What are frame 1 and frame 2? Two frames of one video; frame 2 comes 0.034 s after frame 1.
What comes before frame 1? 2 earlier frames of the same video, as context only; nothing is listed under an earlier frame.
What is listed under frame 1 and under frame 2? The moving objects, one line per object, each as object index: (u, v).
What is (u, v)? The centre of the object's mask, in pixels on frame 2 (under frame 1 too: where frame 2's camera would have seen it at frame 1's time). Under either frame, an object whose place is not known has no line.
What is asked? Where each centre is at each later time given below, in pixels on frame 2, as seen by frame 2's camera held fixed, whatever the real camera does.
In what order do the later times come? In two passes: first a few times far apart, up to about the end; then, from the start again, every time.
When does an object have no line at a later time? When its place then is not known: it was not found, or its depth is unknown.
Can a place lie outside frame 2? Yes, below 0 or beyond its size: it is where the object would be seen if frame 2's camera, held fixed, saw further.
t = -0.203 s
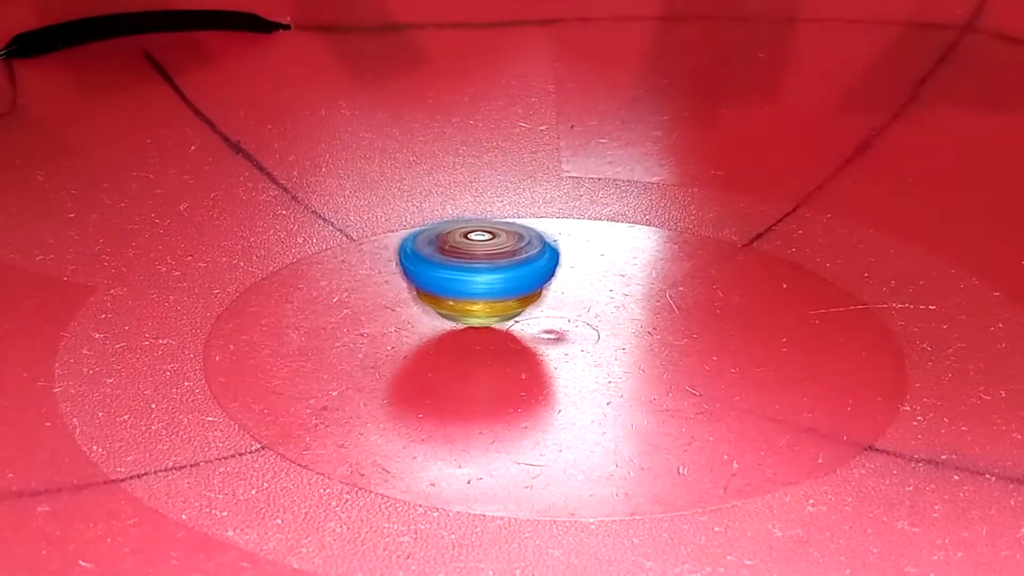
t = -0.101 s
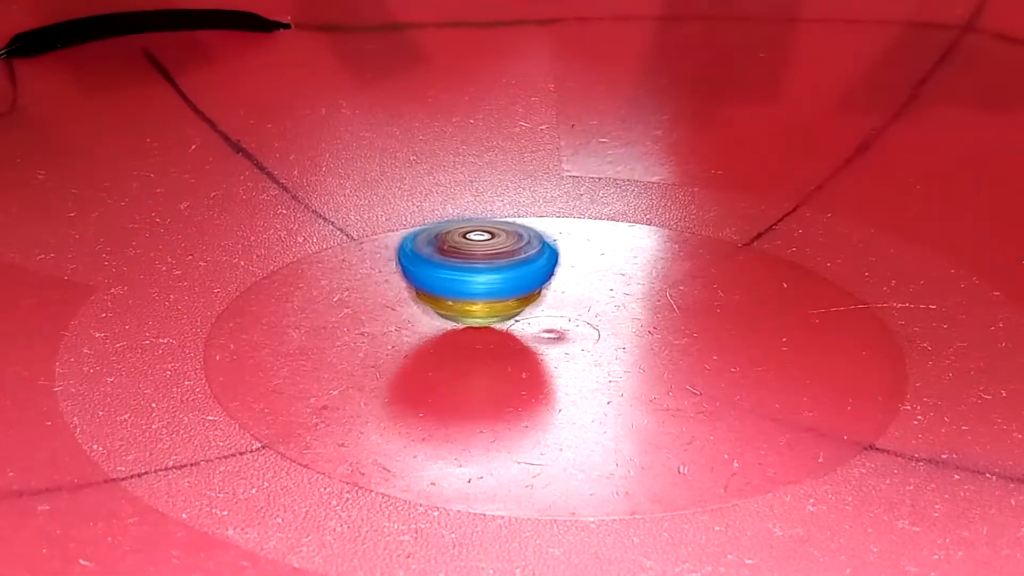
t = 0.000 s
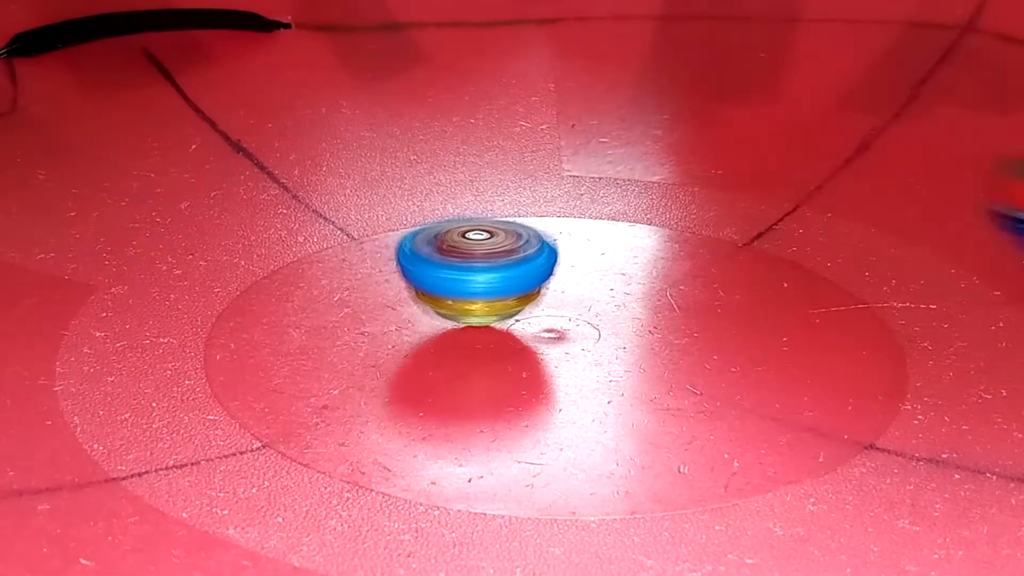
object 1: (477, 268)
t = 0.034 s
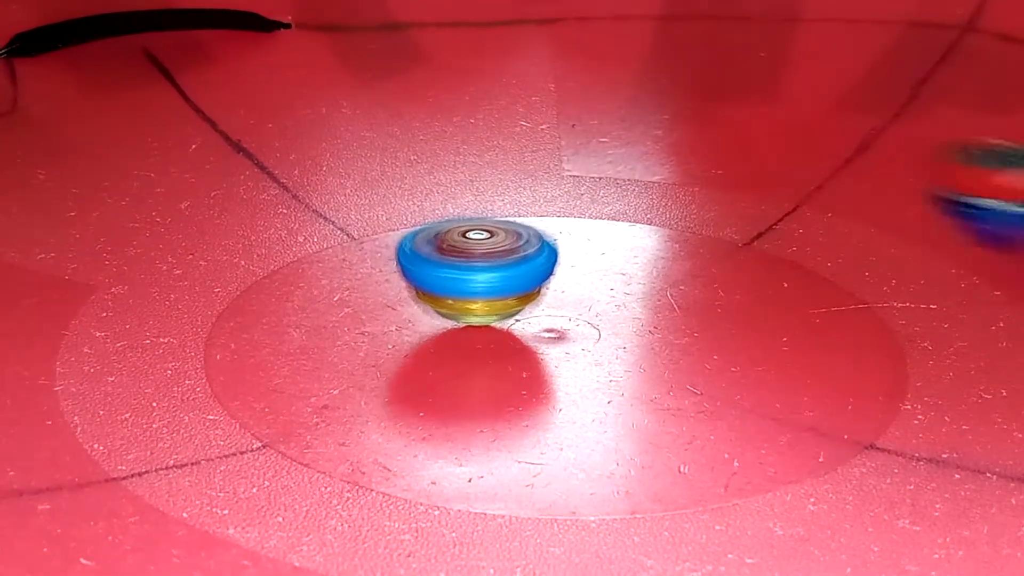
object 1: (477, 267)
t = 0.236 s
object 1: (484, 268)
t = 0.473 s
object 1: (481, 268)
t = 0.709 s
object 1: (483, 268)
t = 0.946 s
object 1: (480, 269)
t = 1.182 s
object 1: (480, 269)
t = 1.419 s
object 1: (478, 271)
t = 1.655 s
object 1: (478, 271)
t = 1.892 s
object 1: (476, 272)
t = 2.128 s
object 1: (478, 272)
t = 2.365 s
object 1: (476, 273)
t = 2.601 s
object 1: (477, 273)
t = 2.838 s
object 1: (480, 274)
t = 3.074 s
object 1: (478, 275)
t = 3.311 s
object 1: (481, 274)
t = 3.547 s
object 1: (479, 276)
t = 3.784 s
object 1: (482, 274)
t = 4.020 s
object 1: (482, 275)
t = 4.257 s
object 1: (479, 274)
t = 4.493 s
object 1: (486, 275)
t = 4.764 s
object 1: (478, 275)
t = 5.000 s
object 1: (491, 274)
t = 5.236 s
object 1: (498, 264)
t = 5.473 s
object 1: (484, 259)
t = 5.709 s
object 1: (487, 262)
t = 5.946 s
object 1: (481, 263)
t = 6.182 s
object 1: (488, 262)
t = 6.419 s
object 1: (480, 259)
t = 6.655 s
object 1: (472, 255)
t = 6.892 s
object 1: (467, 262)
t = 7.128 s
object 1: (477, 269)
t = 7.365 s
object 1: (483, 270)
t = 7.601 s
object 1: (483, 271)
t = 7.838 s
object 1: (480, 270)
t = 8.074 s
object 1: (481, 271)
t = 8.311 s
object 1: (479, 272)
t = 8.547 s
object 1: (479, 272)
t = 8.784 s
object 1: (476, 272)
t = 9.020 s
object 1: (467, 268)
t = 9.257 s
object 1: (463, 261)
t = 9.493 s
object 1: (468, 261)
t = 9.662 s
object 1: (470, 263)
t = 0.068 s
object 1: (477, 267)
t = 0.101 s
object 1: (479, 267)
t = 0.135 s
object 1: (481, 267)
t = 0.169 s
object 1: (482, 267)
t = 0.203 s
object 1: (484, 267)
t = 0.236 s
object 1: (484, 268)
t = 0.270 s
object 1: (485, 268)
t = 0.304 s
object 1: (485, 268)
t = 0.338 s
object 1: (484, 268)
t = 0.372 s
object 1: (482, 269)
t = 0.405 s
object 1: (481, 269)
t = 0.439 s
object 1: (481, 269)
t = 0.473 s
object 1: (481, 268)
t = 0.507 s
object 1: (481, 268)
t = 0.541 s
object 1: (481, 268)
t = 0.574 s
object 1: (481, 268)
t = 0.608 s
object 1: (481, 268)
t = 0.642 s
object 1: (482, 268)
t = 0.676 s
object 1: (482, 268)
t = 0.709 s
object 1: (483, 268)
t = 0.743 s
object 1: (483, 268)
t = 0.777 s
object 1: (484, 268)
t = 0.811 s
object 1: (484, 269)
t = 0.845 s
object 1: (483, 269)
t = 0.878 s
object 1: (482, 270)
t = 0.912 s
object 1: (481, 269)
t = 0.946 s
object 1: (480, 269)
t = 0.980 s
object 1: (479, 270)
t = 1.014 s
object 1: (478, 269)
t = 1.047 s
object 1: (478, 269)
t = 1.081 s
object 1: (478, 269)
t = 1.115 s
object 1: (479, 269)
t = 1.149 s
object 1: (479, 269)
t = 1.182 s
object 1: (480, 269)
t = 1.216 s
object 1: (481, 269)
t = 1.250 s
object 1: (481, 269)
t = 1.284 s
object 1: (481, 270)
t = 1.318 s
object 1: (480, 271)
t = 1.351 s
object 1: (479, 271)
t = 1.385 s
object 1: (478, 271)
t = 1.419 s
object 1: (478, 271)
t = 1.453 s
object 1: (477, 271)
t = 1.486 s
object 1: (477, 271)
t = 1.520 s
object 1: (477, 271)
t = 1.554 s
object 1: (477, 271)
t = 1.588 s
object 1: (477, 271)
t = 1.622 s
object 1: (478, 271)
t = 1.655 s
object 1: (478, 271)
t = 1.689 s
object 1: (479, 271)
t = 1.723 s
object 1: (478, 272)
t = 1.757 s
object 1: (478, 272)
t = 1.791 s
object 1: (477, 272)
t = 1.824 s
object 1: (477, 272)
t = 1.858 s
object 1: (476, 272)
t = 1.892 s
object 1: (476, 272)
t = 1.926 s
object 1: (476, 272)
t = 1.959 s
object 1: (476, 272)
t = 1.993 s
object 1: (477, 271)
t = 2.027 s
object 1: (478, 271)
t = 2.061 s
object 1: (477, 271)
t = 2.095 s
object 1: (477, 272)
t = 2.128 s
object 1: (478, 272)
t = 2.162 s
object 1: (478, 272)
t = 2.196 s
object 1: (478, 273)
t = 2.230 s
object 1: (477, 273)
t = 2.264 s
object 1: (477, 273)
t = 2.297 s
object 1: (477, 273)
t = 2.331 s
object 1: (476, 273)
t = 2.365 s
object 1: (476, 273)
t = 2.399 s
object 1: (477, 273)
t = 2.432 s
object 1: (477, 273)
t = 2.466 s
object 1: (477, 273)
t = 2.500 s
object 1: (478, 273)
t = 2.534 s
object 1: (478, 274)
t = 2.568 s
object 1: (478, 273)
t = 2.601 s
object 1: (477, 273)
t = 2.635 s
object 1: (477, 273)
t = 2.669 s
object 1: (476, 274)
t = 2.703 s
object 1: (476, 273)
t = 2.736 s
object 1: (476, 274)
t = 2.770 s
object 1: (478, 273)
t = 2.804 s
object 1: (479, 273)
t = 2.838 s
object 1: (480, 274)
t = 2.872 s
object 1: (480, 274)
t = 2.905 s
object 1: (480, 274)
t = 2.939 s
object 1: (480, 275)
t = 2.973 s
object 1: (480, 275)
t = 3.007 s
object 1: (479, 275)
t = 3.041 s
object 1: (478, 275)
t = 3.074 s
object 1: (478, 275)
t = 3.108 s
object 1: (478, 275)
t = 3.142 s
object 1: (478, 275)
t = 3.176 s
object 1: (478, 275)
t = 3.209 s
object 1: (479, 274)
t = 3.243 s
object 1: (480, 274)
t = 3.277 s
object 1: (481, 274)
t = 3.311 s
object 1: (481, 274)
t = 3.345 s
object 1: (482, 274)
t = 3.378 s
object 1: (482, 275)
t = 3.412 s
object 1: (482, 275)
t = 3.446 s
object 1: (482, 276)
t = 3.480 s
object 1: (481, 276)
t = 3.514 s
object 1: (480, 276)
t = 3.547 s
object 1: (479, 276)
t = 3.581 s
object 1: (478, 275)
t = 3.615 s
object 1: (477, 275)
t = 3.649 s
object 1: (478, 275)
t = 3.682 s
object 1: (478, 275)
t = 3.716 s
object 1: (479, 274)
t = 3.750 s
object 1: (480, 273)
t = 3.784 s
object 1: (482, 274)
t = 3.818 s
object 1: (484, 274)
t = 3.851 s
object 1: (485, 274)
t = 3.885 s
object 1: (486, 275)
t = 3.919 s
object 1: (486, 275)
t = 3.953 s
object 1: (484, 275)
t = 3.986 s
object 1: (483, 275)
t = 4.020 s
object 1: (482, 275)
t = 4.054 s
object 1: (481, 276)
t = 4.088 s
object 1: (481, 276)
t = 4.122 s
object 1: (480, 276)
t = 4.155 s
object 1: (479, 275)
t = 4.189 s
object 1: (479, 275)
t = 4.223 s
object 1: (478, 274)
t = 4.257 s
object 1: (479, 274)
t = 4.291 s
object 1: (481, 274)
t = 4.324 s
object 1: (481, 274)
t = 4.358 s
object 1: (482, 274)
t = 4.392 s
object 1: (483, 274)
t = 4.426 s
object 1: (484, 274)
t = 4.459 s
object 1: (486, 274)
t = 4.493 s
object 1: (486, 275)
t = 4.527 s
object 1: (485, 275)
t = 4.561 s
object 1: (484, 275)
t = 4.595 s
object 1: (483, 275)
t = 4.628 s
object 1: (482, 275)
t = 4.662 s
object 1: (481, 276)
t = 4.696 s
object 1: (480, 276)
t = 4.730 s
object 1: (478, 275)
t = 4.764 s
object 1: (478, 275)
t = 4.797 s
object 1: (479, 275)
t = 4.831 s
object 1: (479, 274)
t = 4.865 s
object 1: (479, 274)
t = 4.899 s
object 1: (480, 274)
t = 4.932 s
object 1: (484, 274)
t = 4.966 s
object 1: (488, 274)
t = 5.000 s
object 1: (491, 274)
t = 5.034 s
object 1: (495, 273)
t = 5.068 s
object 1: (497, 273)
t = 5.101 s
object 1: (500, 272)
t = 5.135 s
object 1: (502, 271)
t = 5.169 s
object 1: (501, 268)
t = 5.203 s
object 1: (500, 266)
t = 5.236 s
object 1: (498, 264)
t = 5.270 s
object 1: (496, 261)
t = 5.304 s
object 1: (492, 259)
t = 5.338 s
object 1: (487, 258)
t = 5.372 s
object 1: (486, 258)
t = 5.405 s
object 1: (485, 258)
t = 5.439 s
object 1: (484, 258)
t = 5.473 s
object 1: (484, 259)
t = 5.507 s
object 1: (486, 259)
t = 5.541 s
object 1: (487, 260)
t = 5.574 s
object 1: (487, 260)
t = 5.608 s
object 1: (488, 260)
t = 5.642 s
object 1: (489, 261)
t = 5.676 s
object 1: (489, 262)
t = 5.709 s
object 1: (487, 262)
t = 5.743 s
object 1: (486, 262)
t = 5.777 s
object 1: (486, 263)
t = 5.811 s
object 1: (483, 263)
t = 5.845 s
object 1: (480, 263)
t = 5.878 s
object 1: (480, 263)
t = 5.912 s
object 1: (481, 263)
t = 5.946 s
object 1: (481, 263)
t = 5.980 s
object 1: (481, 262)
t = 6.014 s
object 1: (483, 263)
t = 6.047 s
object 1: (485, 263)
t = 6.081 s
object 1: (485, 262)
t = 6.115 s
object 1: (487, 263)
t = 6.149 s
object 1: (489, 263)
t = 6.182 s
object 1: (488, 262)
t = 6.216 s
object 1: (487, 262)
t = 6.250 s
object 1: (488, 262)
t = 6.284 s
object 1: (487, 262)
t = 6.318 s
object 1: (485, 261)
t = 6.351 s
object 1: (484, 260)
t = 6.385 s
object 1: (484, 260)
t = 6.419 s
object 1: (480, 259)
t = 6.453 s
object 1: (477, 258)
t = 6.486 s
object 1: (478, 258)
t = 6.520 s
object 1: (476, 257)
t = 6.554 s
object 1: (474, 257)
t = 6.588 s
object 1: (474, 256)
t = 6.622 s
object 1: (474, 256)
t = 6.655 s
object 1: (472, 255)
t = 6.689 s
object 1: (474, 256)
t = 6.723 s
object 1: (474, 256)
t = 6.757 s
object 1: (472, 256)
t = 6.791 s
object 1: (471, 257)
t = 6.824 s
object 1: (471, 259)
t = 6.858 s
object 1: (468, 260)
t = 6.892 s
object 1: (467, 262)
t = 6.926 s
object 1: (469, 264)
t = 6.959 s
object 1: (469, 265)
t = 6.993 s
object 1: (470, 266)
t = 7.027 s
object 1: (473, 267)
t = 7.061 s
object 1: (474, 267)
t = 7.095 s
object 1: (475, 268)
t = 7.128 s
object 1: (477, 269)
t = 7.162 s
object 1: (478, 269)
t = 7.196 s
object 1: (479, 270)
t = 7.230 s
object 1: (481, 270)
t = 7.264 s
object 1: (481, 270)
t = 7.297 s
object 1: (482, 271)
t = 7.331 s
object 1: (483, 271)
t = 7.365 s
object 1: (483, 270)
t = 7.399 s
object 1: (483, 270)
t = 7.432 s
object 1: (484, 270)
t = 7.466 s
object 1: (483, 270)
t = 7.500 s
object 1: (484, 271)
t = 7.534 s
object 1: (484, 271)
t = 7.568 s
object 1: (482, 271)
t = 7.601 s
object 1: (483, 271)
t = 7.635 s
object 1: (481, 270)
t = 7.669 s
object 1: (479, 270)
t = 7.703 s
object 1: (480, 271)
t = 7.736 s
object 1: (479, 270)
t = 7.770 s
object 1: (479, 270)
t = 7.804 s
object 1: (480, 270)
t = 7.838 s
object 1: (480, 270)
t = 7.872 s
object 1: (482, 270)
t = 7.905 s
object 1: (482, 270)
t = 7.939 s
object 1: (481, 270)
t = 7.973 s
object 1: (483, 271)
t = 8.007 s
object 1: (482, 270)
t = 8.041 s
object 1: (481, 271)
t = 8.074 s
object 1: (481, 271)
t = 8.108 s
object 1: (479, 271)
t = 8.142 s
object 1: (480, 272)
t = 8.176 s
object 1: (479, 272)
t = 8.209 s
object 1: (478, 271)
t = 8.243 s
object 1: (479, 272)
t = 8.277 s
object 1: (478, 271)
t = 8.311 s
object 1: (479, 272)
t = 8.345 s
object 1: (479, 271)
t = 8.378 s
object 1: (478, 271)
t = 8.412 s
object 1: (481, 272)
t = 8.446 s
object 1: (480, 271)
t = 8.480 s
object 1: (481, 272)
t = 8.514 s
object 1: (481, 272)
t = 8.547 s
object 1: (479, 272)
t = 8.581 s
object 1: (480, 273)
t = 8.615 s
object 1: (478, 272)
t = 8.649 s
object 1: (479, 273)
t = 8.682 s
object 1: (478, 273)
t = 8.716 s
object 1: (476, 273)
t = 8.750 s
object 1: (477, 273)
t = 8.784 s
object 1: (476, 272)
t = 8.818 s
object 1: (477, 273)
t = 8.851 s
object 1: (477, 272)
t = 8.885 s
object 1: (476, 272)
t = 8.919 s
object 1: (478, 273)
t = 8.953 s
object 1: (477, 272)
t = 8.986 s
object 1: (476, 272)
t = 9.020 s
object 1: (467, 268)
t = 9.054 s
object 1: (464, 267)
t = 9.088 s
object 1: (461, 265)
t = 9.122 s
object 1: (461, 263)
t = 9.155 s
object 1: (460, 262)
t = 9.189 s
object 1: (461, 261)
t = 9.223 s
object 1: (462, 261)
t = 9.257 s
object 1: (463, 261)
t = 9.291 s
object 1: (465, 260)
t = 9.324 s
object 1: (464, 260)
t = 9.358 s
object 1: (466, 261)
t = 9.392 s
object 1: (465, 260)
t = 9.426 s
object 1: (467, 261)
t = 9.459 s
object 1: (465, 260)
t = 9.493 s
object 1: (468, 261)
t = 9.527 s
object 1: (466, 261)
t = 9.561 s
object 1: (469, 262)
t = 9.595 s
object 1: (467, 262)
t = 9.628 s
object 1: (470, 262)
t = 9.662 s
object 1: (470, 263)
